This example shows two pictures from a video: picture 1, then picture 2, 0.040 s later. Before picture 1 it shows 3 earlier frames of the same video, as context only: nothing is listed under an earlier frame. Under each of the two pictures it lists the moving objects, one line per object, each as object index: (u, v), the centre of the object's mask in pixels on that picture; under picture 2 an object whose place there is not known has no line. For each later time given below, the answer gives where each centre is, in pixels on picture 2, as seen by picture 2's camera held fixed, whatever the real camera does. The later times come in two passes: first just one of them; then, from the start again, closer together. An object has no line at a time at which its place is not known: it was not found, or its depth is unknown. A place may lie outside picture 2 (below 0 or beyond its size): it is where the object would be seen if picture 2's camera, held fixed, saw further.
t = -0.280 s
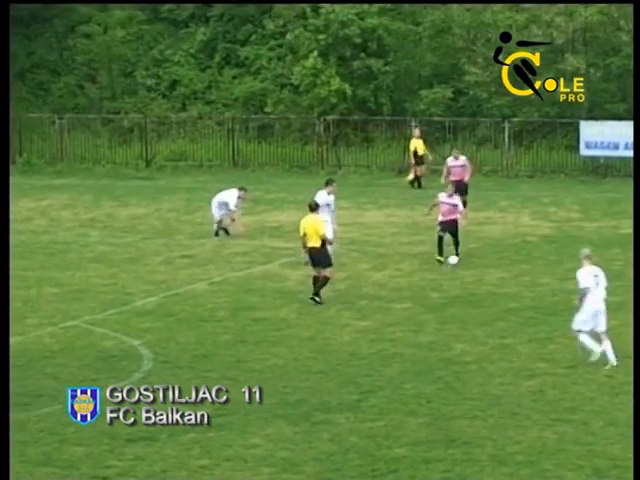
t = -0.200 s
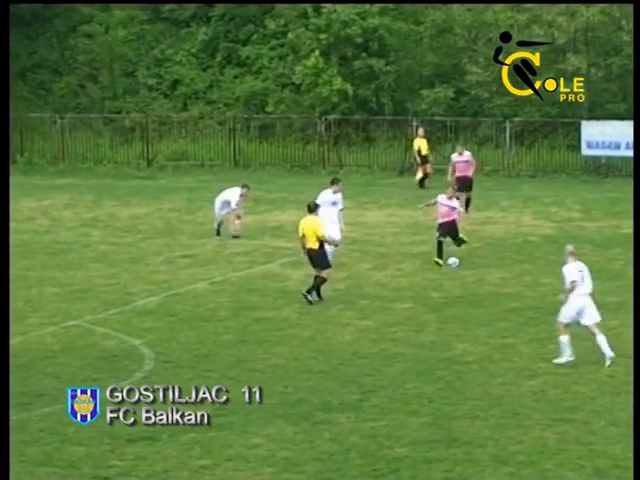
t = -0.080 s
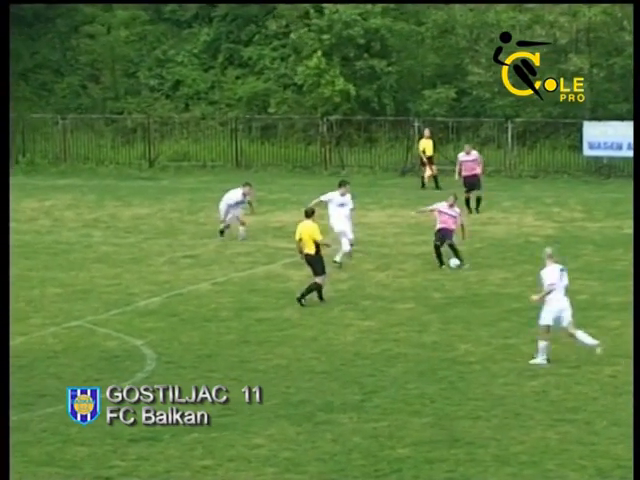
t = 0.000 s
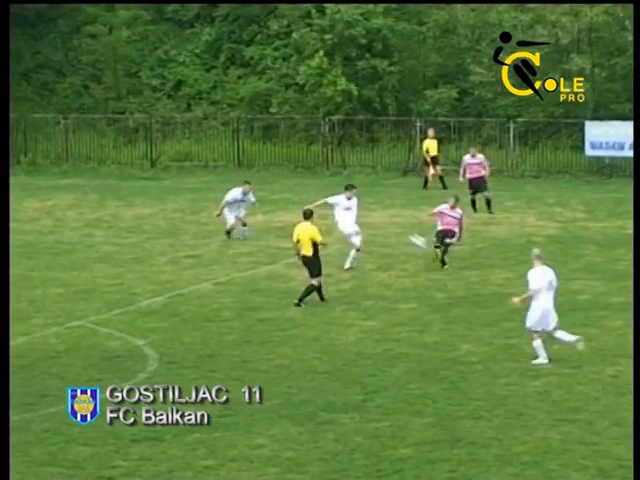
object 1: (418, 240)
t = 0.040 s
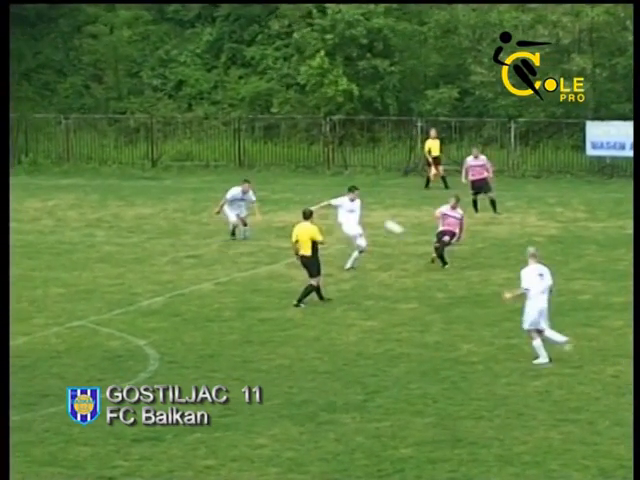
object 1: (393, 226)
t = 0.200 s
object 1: (297, 175)
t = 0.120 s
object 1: (345, 197)
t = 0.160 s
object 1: (323, 187)
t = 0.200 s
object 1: (297, 175)
